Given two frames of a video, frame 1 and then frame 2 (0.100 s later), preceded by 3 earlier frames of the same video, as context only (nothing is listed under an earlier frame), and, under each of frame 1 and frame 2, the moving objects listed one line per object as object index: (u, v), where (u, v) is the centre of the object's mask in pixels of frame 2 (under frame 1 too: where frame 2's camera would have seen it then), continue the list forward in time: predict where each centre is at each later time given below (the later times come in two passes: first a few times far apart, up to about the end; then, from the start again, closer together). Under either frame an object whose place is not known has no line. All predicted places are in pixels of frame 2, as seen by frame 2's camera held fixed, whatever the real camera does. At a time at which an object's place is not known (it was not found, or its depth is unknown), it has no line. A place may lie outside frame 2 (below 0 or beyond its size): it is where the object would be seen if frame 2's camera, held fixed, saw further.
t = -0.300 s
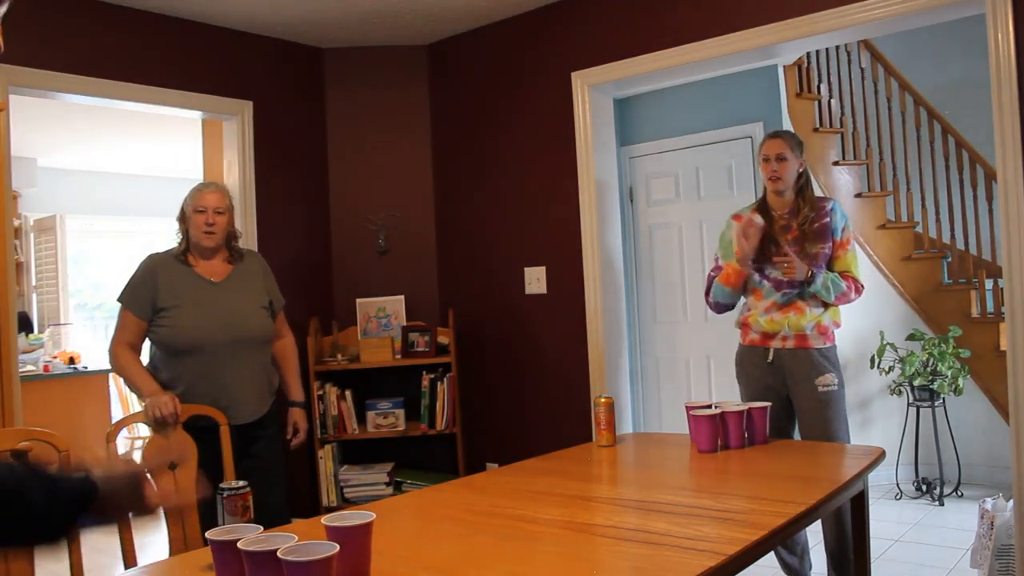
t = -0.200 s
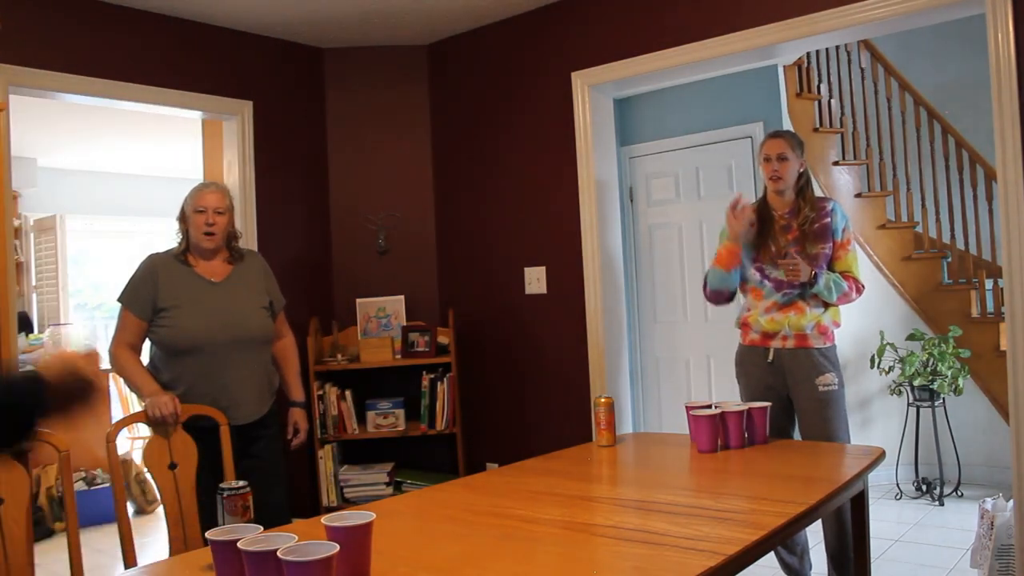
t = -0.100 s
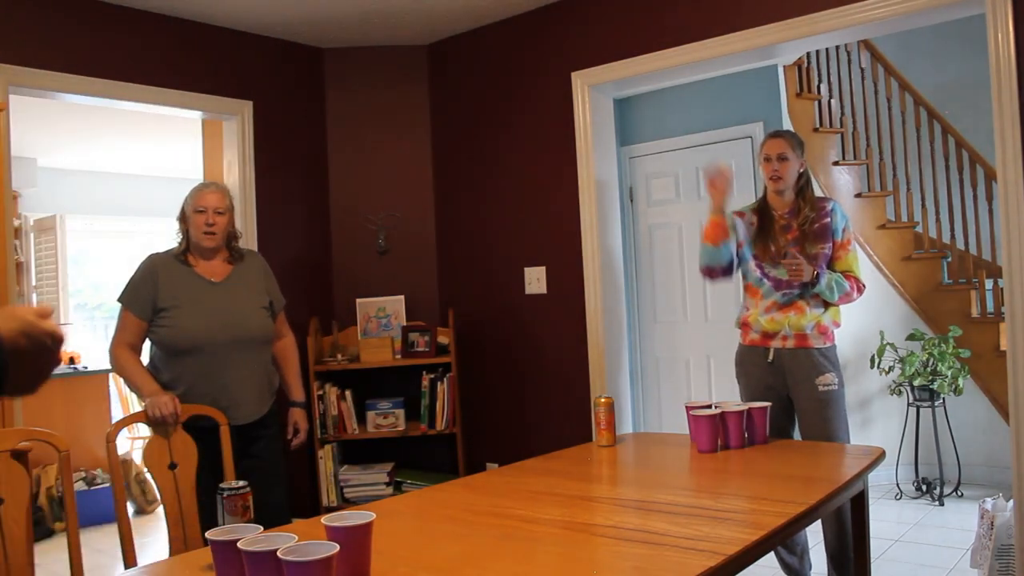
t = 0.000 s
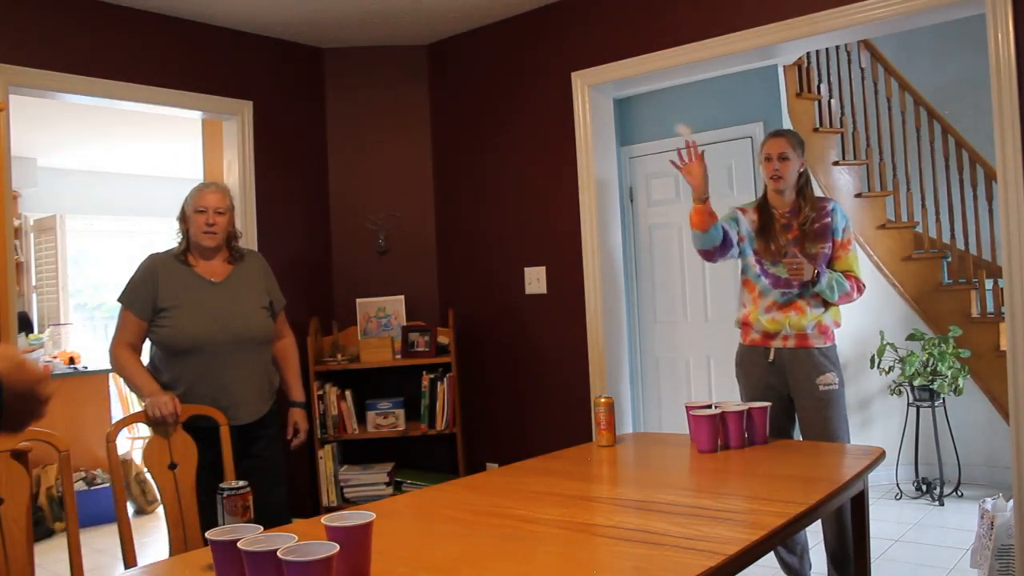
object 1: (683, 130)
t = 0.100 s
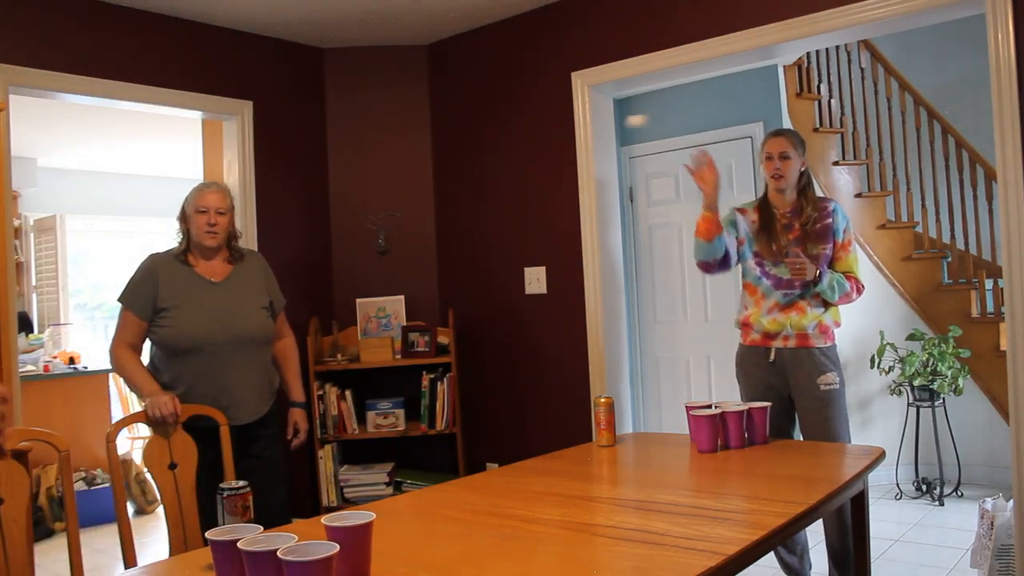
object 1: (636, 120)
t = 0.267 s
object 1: (543, 193)
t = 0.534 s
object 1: (397, 505)
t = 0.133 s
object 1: (621, 124)
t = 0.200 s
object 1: (582, 147)
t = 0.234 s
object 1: (563, 168)
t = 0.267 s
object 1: (543, 193)
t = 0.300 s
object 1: (521, 226)
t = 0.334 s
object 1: (497, 268)
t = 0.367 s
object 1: (471, 319)
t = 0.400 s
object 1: (443, 381)
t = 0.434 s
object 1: (413, 456)
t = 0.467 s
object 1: (389, 532)
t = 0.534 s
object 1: (397, 505)
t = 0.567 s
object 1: (407, 469)
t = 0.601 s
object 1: (416, 441)
